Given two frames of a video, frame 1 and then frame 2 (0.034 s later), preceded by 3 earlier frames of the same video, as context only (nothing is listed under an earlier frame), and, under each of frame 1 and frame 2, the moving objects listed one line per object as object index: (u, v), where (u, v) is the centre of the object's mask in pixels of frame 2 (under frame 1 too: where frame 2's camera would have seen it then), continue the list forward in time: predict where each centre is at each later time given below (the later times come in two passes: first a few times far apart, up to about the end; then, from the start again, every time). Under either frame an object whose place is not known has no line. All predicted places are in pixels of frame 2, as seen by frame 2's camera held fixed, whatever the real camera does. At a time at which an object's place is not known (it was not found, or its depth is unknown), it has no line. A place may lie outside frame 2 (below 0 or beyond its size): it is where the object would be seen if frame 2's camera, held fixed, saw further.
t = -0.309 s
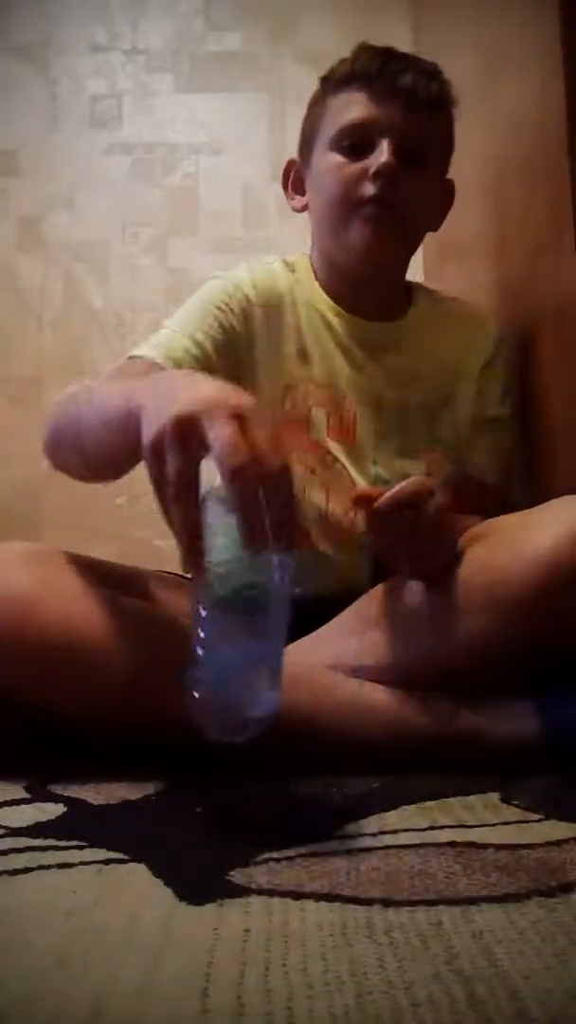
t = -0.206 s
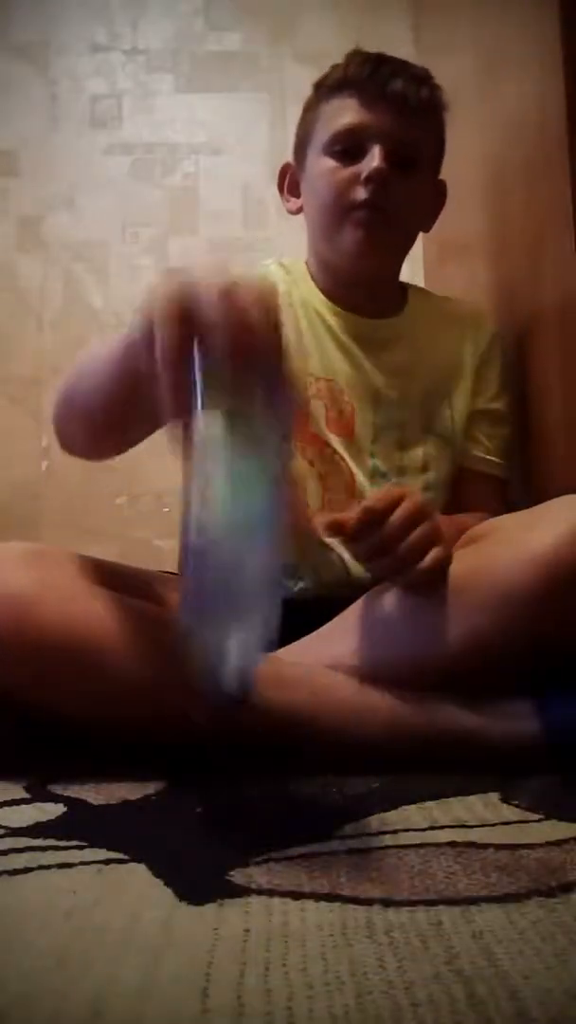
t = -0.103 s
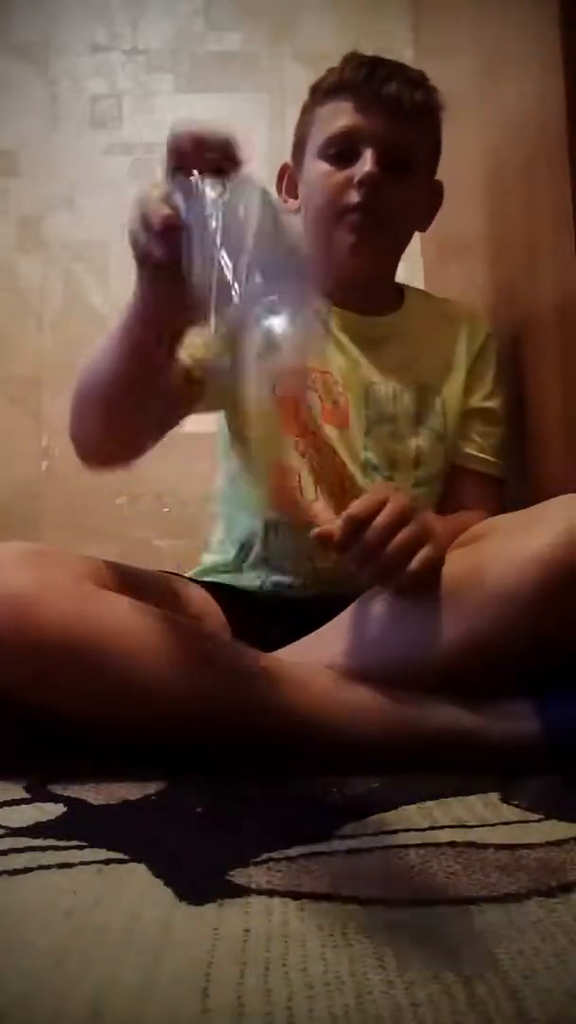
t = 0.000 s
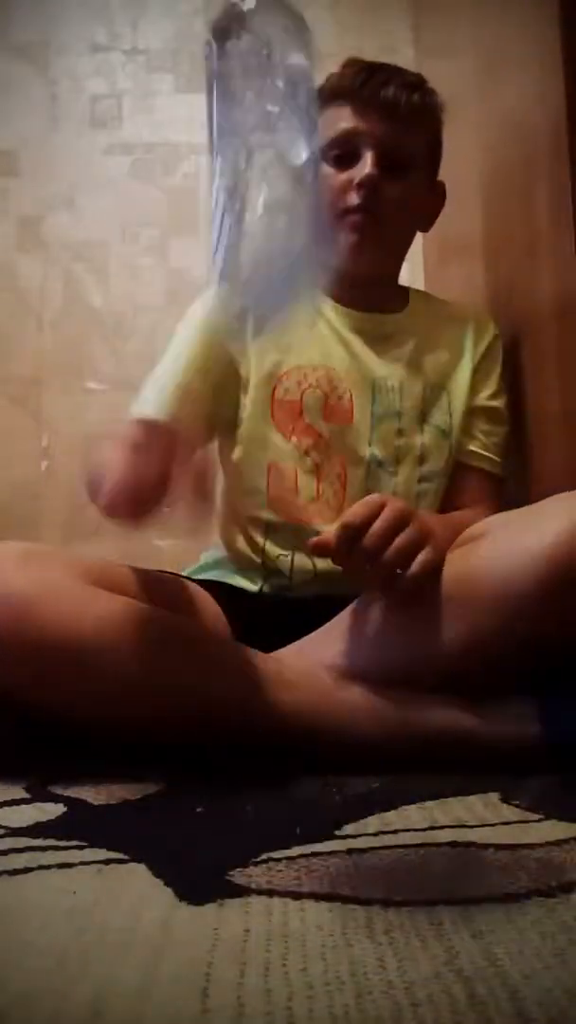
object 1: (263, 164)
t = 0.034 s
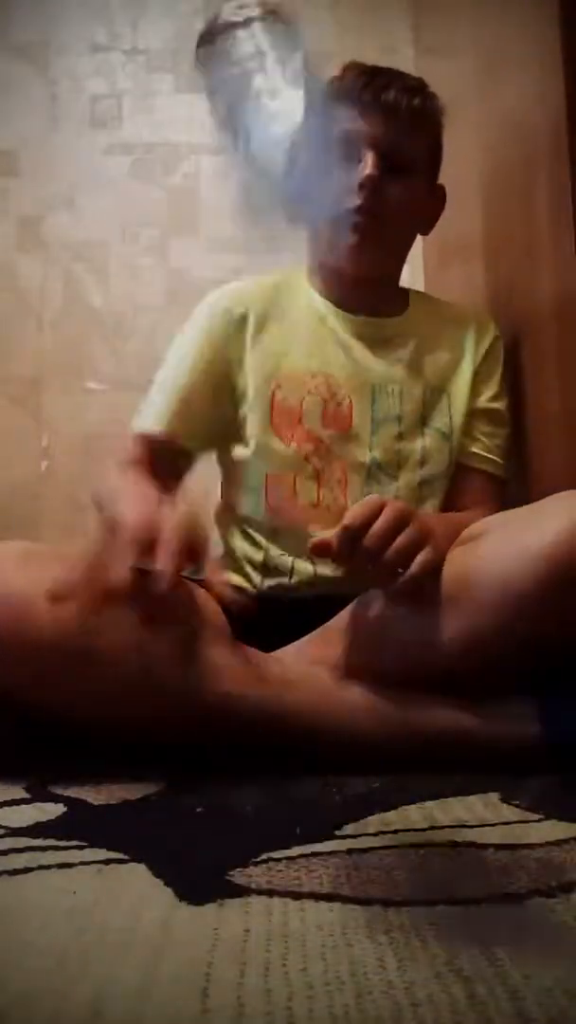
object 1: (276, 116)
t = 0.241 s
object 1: (238, 402)
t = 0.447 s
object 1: (295, 687)
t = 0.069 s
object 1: (282, 67)
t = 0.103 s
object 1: (265, 85)
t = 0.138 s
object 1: (255, 145)
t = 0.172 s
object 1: (247, 216)
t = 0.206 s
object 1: (242, 291)
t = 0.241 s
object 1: (238, 402)
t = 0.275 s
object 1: (233, 523)
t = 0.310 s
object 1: (231, 649)
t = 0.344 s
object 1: (245, 680)
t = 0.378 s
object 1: (261, 683)
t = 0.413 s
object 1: (277, 685)
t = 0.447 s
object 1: (295, 687)
